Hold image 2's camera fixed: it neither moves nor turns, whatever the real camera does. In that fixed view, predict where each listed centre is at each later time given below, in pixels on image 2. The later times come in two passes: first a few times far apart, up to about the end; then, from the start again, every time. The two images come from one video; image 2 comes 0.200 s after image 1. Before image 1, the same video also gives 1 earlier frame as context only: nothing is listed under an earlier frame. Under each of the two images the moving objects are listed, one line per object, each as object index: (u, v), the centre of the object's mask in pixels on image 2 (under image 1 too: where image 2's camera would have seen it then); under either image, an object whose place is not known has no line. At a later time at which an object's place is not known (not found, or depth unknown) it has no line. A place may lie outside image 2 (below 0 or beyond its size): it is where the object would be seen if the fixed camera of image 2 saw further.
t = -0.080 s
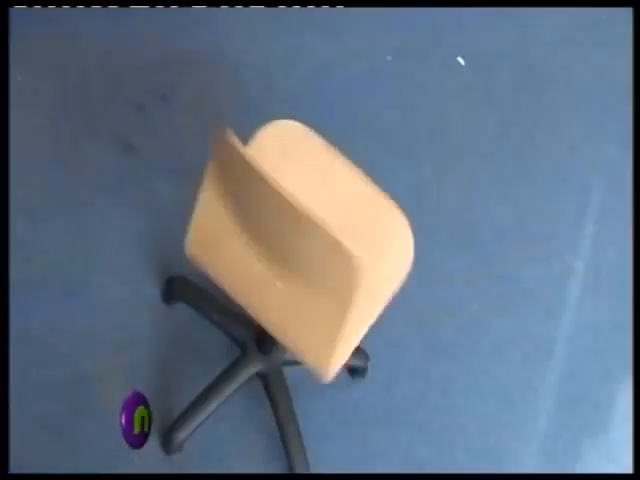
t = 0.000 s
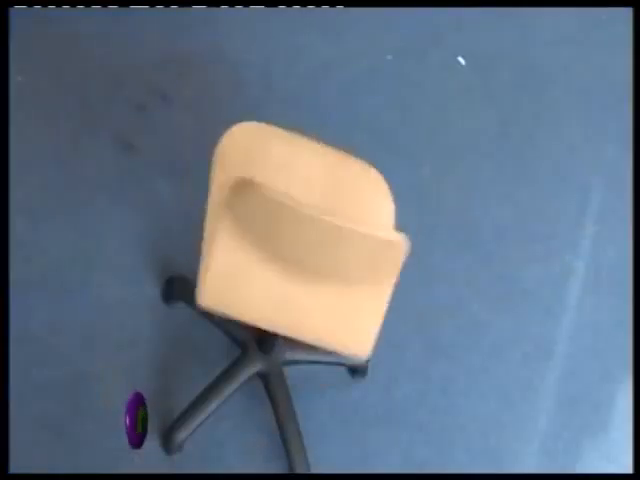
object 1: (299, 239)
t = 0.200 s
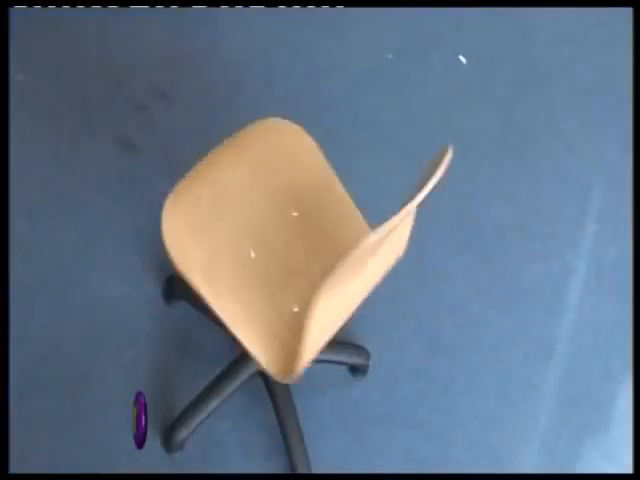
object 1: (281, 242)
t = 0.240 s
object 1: (280, 244)
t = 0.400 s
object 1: (305, 240)
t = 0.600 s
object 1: (308, 222)
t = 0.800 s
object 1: (297, 220)
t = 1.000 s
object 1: (296, 239)
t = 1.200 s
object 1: (311, 259)
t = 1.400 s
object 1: (305, 243)
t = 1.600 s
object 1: (299, 239)
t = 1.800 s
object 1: (298, 238)
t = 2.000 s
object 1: (290, 238)
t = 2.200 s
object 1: (279, 243)
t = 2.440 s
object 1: (288, 245)
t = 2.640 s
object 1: (300, 243)
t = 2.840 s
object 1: (307, 238)
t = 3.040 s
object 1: (310, 232)
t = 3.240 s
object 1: (310, 227)
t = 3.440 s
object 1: (309, 223)
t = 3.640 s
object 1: (307, 221)
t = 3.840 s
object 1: (305, 220)
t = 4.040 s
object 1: (303, 219)
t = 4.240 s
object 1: (302, 219)
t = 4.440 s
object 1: (302, 219)
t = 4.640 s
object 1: (301, 219)
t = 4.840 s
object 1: (301, 218)
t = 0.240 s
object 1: (280, 244)
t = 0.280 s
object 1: (286, 244)
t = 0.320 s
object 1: (294, 245)
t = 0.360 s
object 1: (300, 243)
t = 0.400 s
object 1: (305, 240)
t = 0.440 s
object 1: (308, 237)
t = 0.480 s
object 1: (310, 233)
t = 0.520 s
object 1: (310, 228)
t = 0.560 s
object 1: (310, 225)
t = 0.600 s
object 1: (308, 222)
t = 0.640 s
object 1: (306, 220)
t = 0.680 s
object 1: (304, 219)
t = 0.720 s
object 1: (302, 219)
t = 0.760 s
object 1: (300, 219)
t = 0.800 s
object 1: (297, 220)
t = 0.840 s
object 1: (296, 223)
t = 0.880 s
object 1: (294, 226)
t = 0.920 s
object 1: (294, 229)
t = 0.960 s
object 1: (294, 234)
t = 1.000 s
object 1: (296, 239)
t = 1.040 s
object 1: (298, 245)
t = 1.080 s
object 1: (301, 250)
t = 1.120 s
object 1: (306, 254)
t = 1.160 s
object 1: (311, 259)
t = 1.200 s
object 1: (311, 259)
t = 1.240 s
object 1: (312, 259)
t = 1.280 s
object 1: (312, 256)
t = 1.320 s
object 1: (310, 251)
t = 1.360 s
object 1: (307, 247)
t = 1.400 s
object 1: (305, 243)
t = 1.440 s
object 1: (303, 241)
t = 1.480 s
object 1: (302, 240)
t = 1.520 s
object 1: (300, 239)
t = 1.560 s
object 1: (300, 239)
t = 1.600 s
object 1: (299, 239)
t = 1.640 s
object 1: (299, 239)
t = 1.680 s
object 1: (299, 239)
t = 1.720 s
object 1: (299, 239)
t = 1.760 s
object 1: (299, 238)
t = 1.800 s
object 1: (298, 238)
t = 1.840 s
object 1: (297, 238)
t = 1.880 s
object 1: (296, 237)
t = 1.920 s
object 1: (295, 237)
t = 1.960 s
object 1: (293, 238)
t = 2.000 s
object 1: (290, 238)
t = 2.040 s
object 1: (288, 239)
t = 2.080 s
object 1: (285, 240)
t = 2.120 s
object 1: (282, 241)
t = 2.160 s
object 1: (280, 242)
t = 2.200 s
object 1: (279, 243)
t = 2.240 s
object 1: (279, 244)
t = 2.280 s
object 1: (280, 244)
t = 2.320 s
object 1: (281, 245)
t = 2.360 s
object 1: (283, 245)
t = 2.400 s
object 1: (286, 245)
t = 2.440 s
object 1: (288, 245)
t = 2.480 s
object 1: (291, 245)
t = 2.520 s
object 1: (294, 245)
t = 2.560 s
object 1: (297, 244)
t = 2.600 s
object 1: (299, 243)
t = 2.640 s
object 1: (300, 243)
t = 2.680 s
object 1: (302, 242)
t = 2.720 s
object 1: (304, 241)
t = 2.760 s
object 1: (305, 240)
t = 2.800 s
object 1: (306, 239)
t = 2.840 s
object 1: (307, 238)
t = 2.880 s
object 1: (308, 237)
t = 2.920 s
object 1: (309, 236)
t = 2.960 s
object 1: (310, 234)
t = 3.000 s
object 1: (311, 233)
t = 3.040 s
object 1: (310, 232)
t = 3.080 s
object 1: (311, 231)
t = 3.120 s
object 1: (311, 229)
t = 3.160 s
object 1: (311, 229)
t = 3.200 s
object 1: (311, 228)
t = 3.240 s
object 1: (310, 227)
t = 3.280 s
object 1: (311, 226)
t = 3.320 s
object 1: (310, 225)
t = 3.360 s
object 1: (309, 224)
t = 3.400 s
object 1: (309, 224)
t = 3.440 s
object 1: (309, 223)
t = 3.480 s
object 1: (309, 223)
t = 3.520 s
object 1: (309, 222)
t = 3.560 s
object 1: (308, 222)
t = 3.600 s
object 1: (308, 221)
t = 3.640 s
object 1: (307, 221)
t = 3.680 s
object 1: (307, 221)
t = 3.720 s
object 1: (307, 220)
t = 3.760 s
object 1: (306, 220)
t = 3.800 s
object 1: (306, 220)
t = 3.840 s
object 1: (305, 220)
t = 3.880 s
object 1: (305, 220)
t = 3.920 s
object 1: (305, 220)
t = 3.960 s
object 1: (304, 219)
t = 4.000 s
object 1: (303, 219)
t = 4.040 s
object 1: (303, 219)
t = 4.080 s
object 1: (303, 219)
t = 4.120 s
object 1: (303, 219)
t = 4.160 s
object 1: (302, 219)
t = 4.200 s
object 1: (302, 218)
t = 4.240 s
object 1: (302, 219)
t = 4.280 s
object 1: (302, 219)
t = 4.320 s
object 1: (302, 219)
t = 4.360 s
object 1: (302, 219)
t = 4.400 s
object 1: (302, 219)
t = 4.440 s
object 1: (302, 219)
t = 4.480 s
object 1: (302, 219)
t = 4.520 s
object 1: (301, 219)
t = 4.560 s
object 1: (301, 219)
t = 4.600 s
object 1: (301, 219)
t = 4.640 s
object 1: (301, 219)
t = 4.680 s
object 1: (301, 219)
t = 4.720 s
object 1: (301, 219)
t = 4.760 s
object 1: (302, 219)
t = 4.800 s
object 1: (302, 218)
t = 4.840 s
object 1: (301, 218)
